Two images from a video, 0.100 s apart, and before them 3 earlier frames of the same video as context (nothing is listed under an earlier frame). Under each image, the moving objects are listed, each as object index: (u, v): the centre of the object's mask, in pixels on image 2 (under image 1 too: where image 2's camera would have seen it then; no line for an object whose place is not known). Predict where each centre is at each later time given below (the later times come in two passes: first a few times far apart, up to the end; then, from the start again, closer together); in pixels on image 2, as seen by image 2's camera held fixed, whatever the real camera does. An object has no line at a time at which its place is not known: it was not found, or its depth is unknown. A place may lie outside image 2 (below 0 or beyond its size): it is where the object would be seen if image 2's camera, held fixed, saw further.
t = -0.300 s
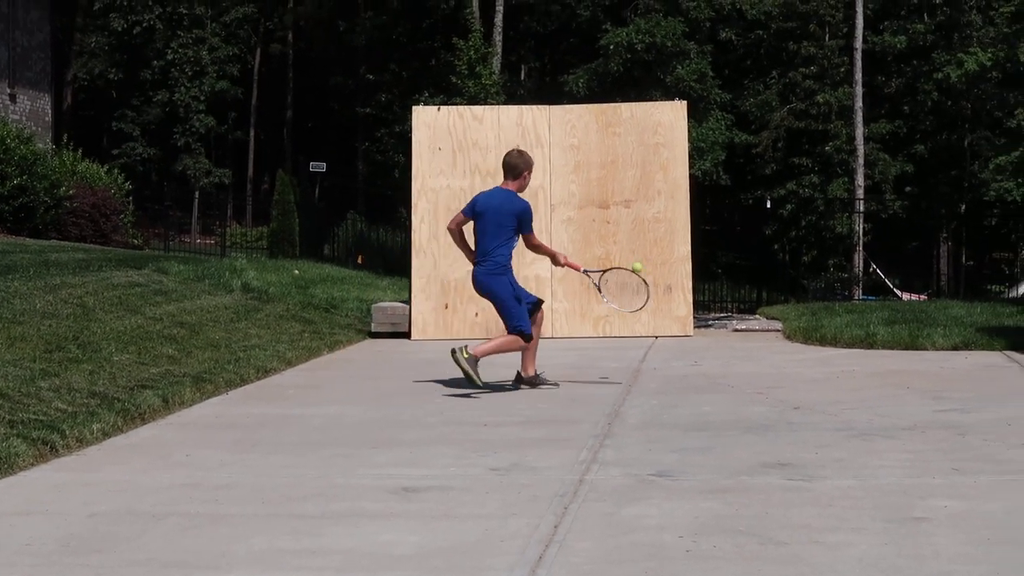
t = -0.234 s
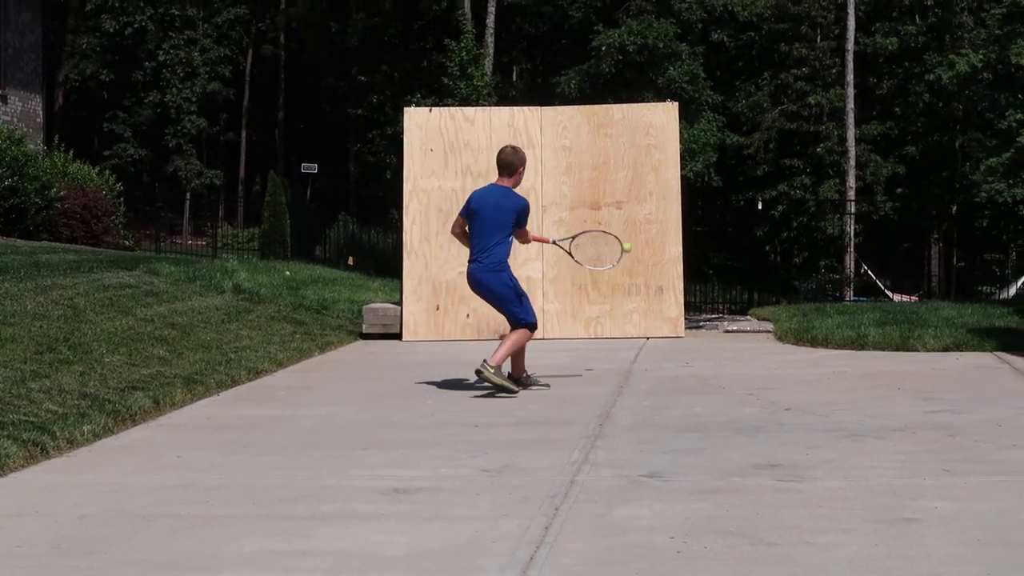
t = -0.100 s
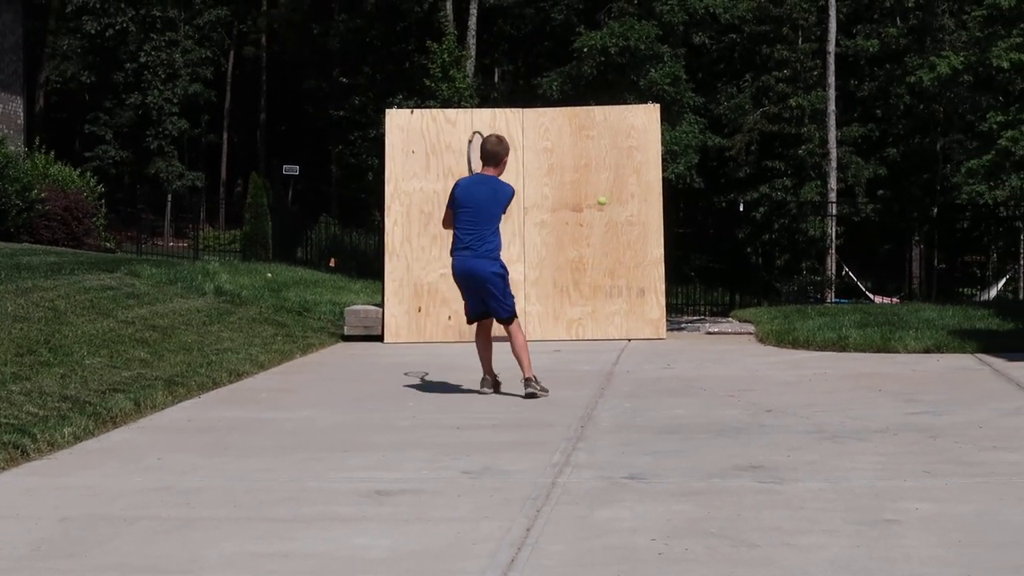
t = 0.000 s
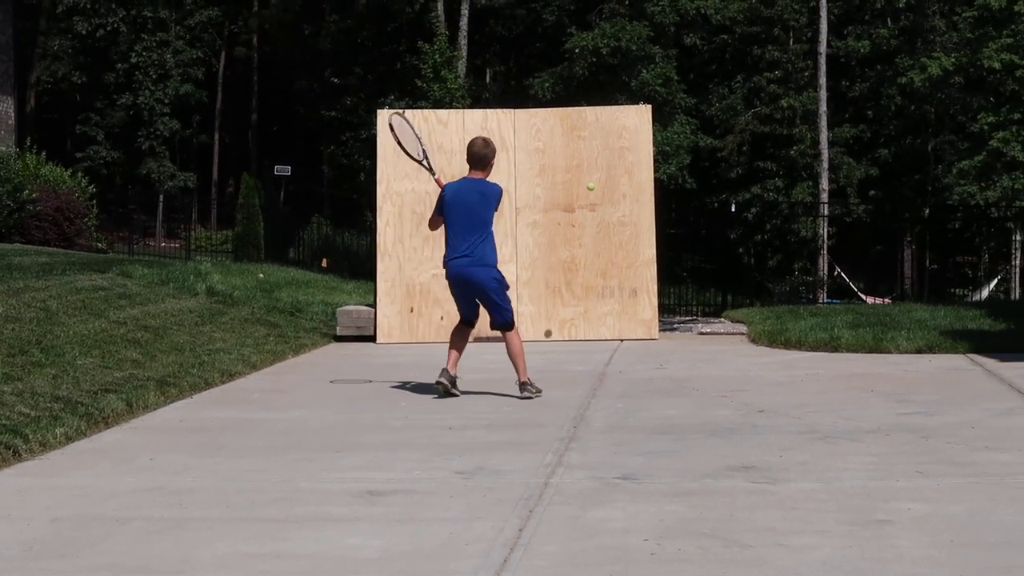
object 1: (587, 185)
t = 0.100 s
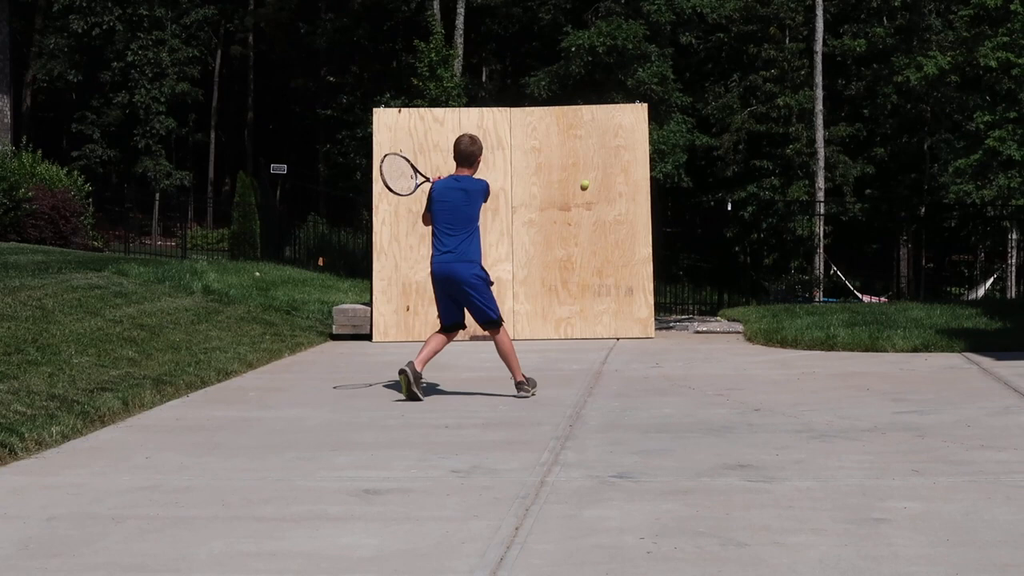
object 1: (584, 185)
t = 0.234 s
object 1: (580, 135)
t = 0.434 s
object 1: (572, 95)
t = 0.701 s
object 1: (559, 115)
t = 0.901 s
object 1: (547, 202)
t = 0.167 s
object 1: (582, 158)
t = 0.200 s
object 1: (581, 146)
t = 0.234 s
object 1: (580, 135)
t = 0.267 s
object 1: (579, 126)
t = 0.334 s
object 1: (577, 110)
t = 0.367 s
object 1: (576, 105)
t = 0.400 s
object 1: (574, 99)
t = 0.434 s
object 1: (572, 95)
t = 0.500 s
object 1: (570, 92)
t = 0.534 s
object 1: (568, 92)
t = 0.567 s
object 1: (567, 93)
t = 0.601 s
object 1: (565, 96)
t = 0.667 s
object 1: (561, 107)
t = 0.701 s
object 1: (559, 115)
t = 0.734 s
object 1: (558, 125)
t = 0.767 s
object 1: (556, 137)
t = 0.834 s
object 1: (552, 165)
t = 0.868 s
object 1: (549, 183)
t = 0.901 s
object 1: (547, 202)
